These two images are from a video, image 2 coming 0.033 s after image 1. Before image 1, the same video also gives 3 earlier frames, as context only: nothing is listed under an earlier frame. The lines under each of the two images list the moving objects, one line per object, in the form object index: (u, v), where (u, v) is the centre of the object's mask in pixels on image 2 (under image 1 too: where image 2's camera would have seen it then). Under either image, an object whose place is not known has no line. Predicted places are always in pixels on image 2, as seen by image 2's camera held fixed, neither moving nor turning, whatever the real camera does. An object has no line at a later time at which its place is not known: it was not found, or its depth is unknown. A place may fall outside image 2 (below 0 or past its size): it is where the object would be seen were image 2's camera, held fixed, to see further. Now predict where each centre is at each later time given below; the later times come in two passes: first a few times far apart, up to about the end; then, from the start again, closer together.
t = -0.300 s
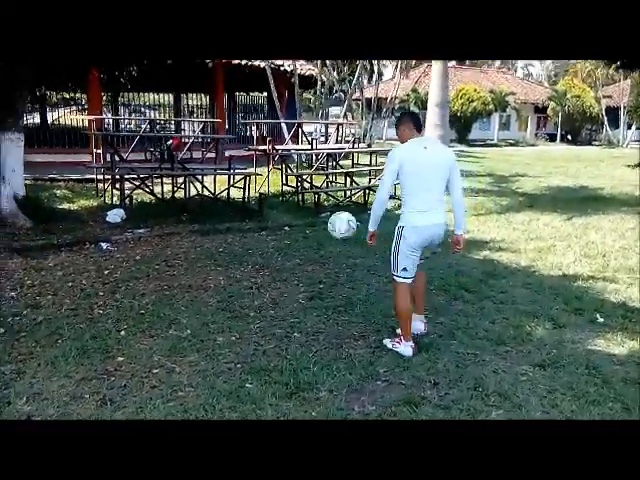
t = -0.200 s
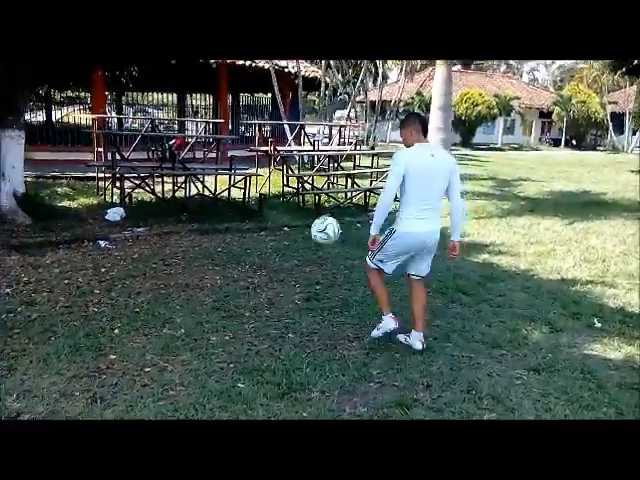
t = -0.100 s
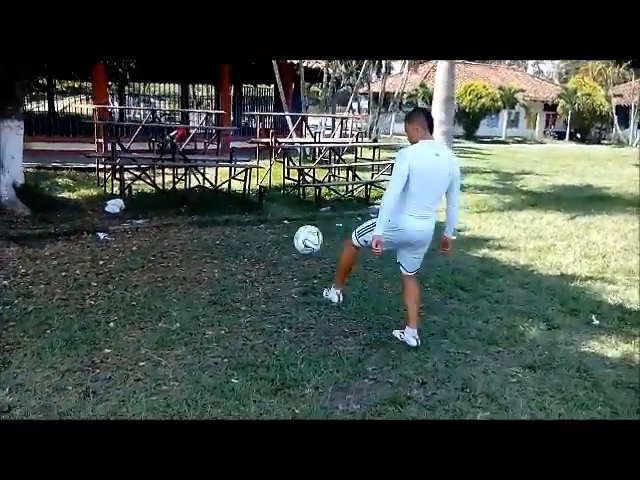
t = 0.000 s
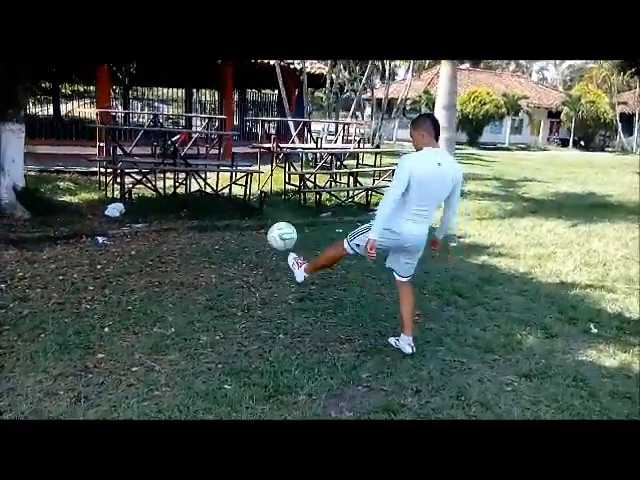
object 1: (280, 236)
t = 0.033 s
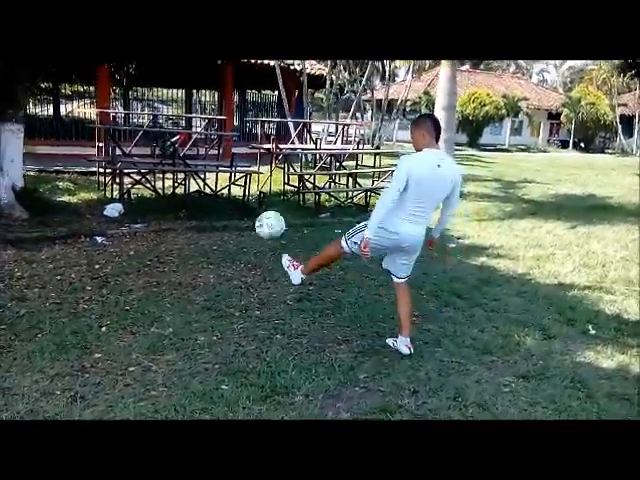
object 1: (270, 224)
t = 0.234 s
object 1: (200, 184)
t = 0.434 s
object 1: (139, 189)
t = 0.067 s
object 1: (258, 215)
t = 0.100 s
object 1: (247, 206)
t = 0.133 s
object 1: (236, 199)
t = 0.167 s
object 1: (223, 194)
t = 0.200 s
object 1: (211, 188)
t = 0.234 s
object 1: (200, 184)
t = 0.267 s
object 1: (188, 182)
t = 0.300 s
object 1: (176, 181)
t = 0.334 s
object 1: (161, 182)
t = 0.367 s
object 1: (150, 185)
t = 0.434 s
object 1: (139, 189)
